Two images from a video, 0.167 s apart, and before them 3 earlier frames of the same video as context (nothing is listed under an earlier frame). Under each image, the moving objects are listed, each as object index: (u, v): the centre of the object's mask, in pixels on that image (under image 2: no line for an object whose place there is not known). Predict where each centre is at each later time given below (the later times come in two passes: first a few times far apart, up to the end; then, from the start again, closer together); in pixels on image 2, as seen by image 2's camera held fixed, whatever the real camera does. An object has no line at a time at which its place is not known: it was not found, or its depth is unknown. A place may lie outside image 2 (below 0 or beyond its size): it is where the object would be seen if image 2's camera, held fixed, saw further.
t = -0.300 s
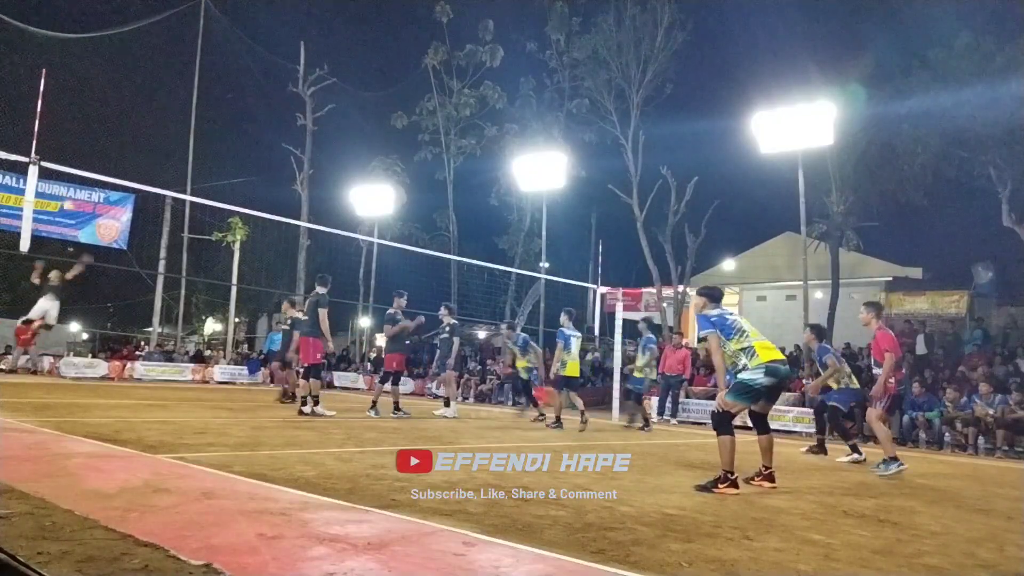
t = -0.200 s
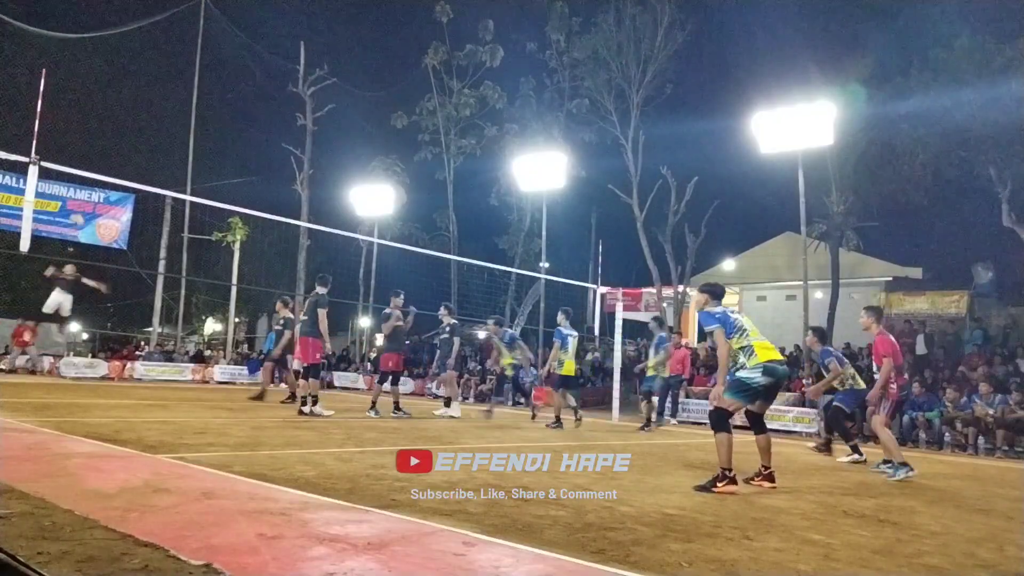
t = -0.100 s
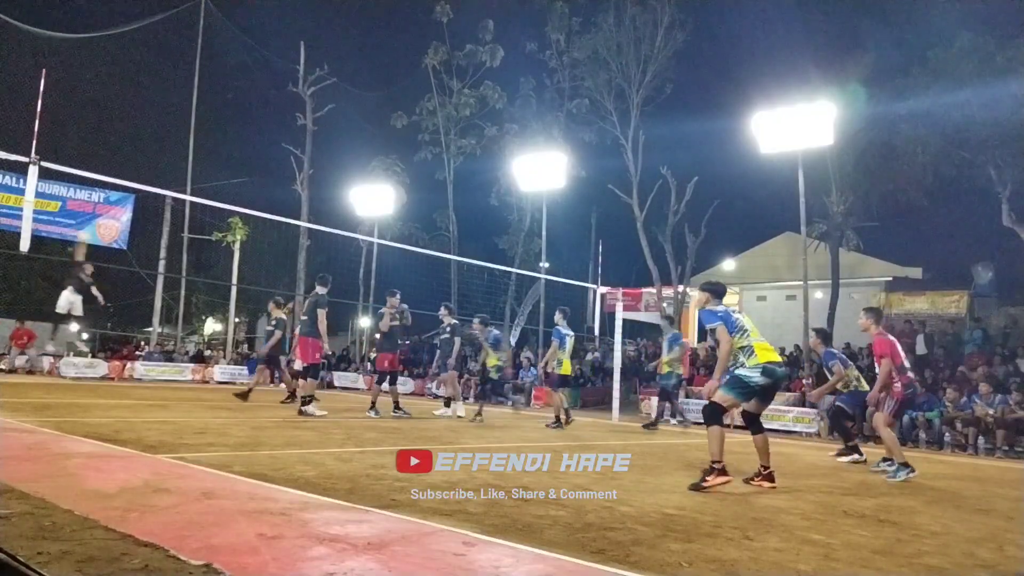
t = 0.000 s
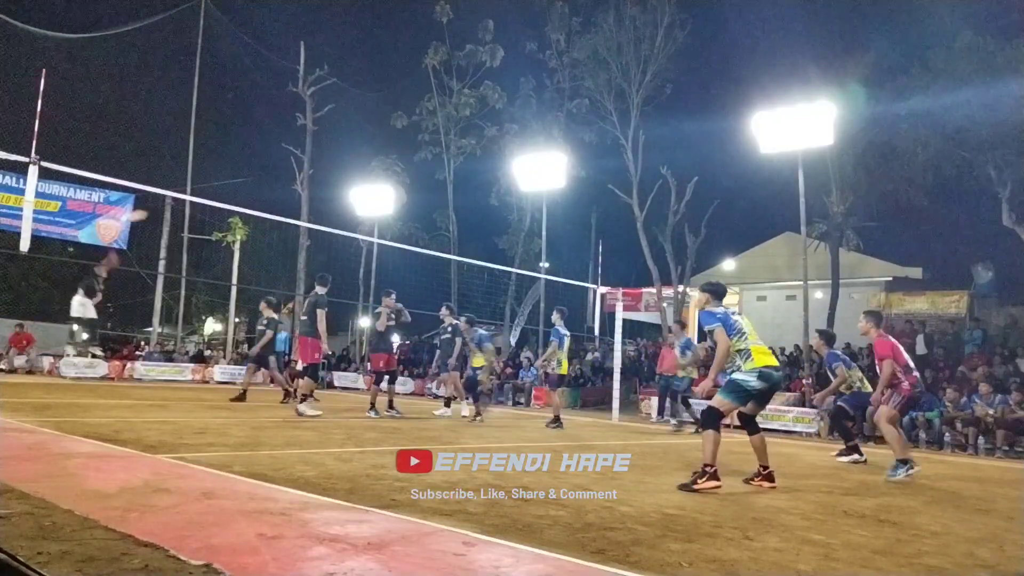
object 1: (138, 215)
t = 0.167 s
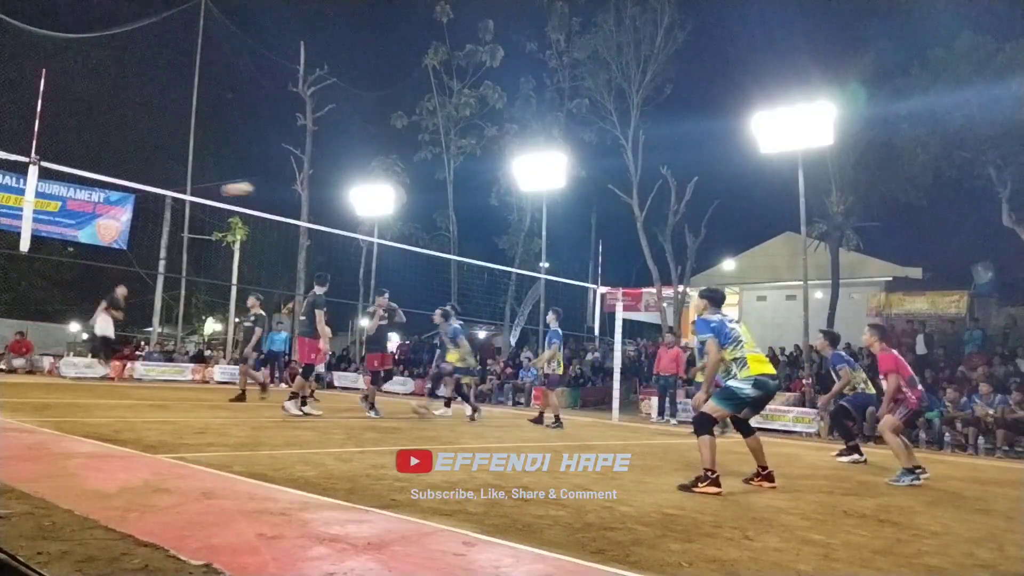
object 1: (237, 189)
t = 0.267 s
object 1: (315, 182)
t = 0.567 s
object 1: (679, 243)
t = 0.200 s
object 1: (262, 187)
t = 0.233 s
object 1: (286, 185)
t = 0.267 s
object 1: (315, 182)
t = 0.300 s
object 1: (342, 182)
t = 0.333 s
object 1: (380, 181)
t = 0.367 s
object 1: (413, 186)
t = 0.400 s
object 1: (446, 190)
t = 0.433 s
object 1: (484, 196)
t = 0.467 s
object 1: (525, 202)
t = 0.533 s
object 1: (620, 227)
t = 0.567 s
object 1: (679, 243)
